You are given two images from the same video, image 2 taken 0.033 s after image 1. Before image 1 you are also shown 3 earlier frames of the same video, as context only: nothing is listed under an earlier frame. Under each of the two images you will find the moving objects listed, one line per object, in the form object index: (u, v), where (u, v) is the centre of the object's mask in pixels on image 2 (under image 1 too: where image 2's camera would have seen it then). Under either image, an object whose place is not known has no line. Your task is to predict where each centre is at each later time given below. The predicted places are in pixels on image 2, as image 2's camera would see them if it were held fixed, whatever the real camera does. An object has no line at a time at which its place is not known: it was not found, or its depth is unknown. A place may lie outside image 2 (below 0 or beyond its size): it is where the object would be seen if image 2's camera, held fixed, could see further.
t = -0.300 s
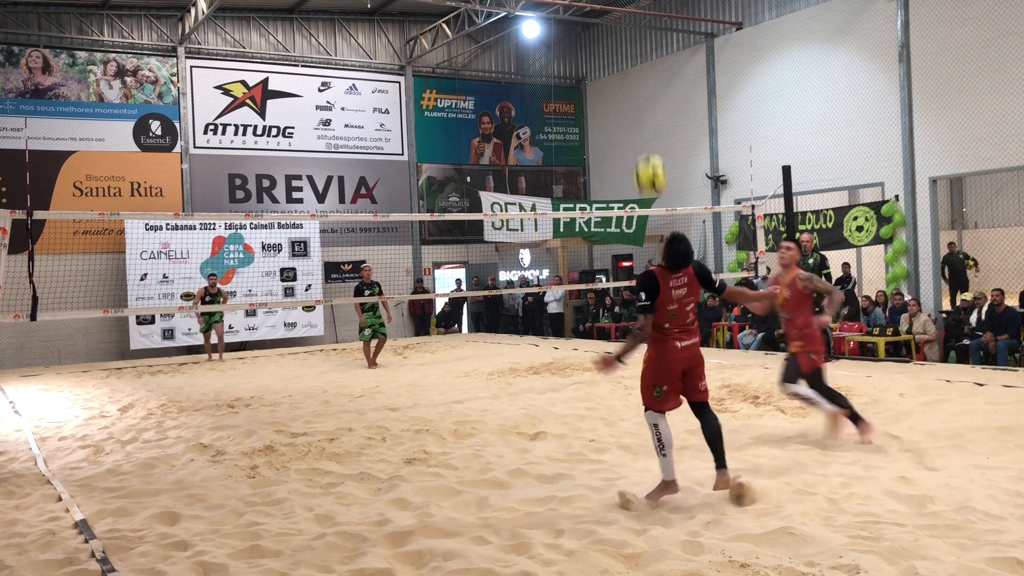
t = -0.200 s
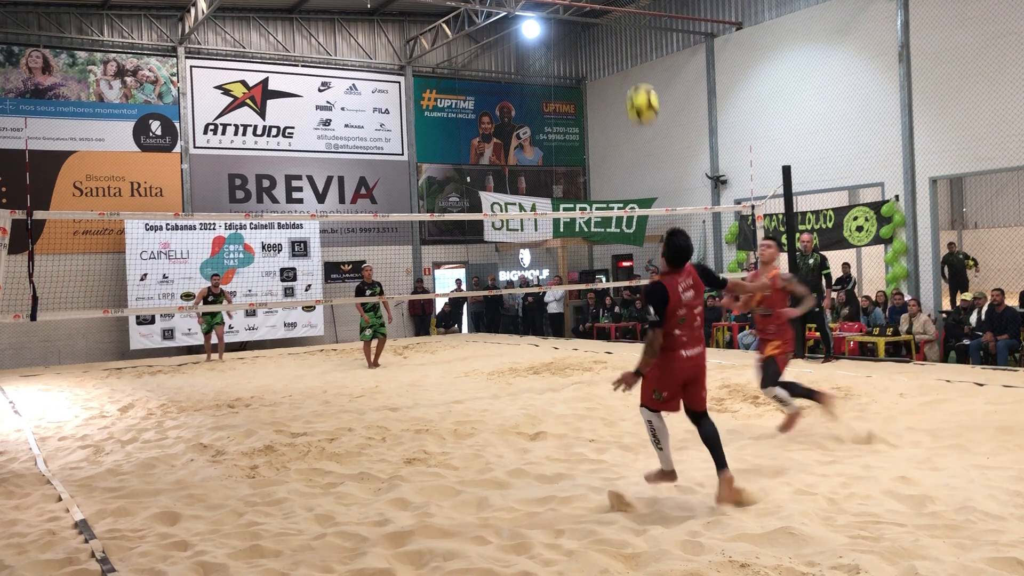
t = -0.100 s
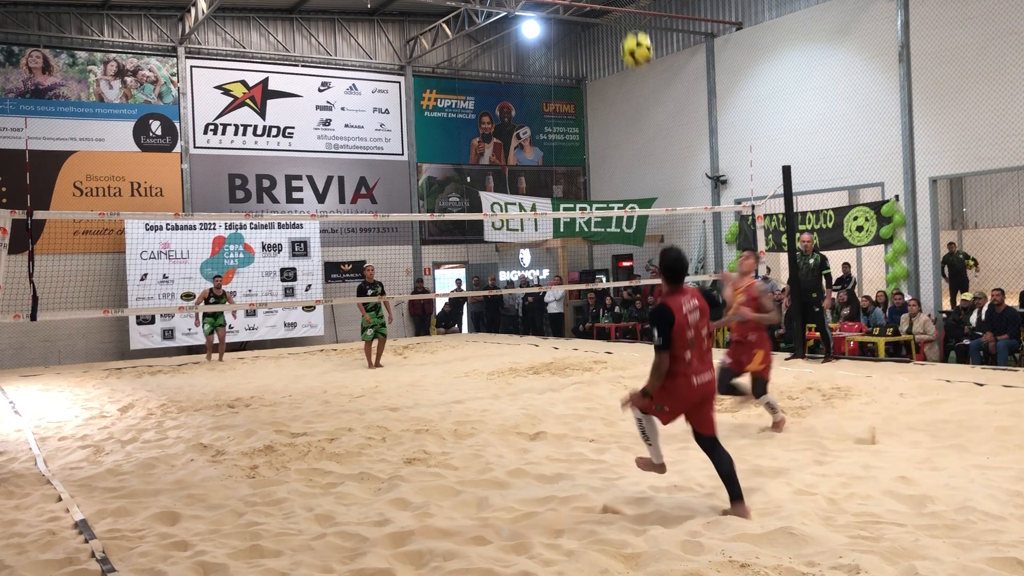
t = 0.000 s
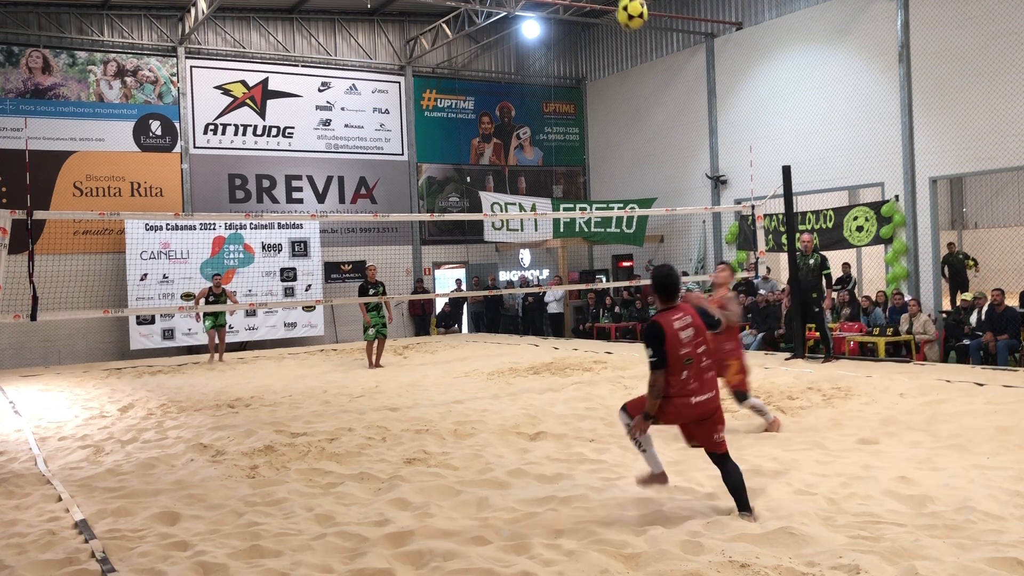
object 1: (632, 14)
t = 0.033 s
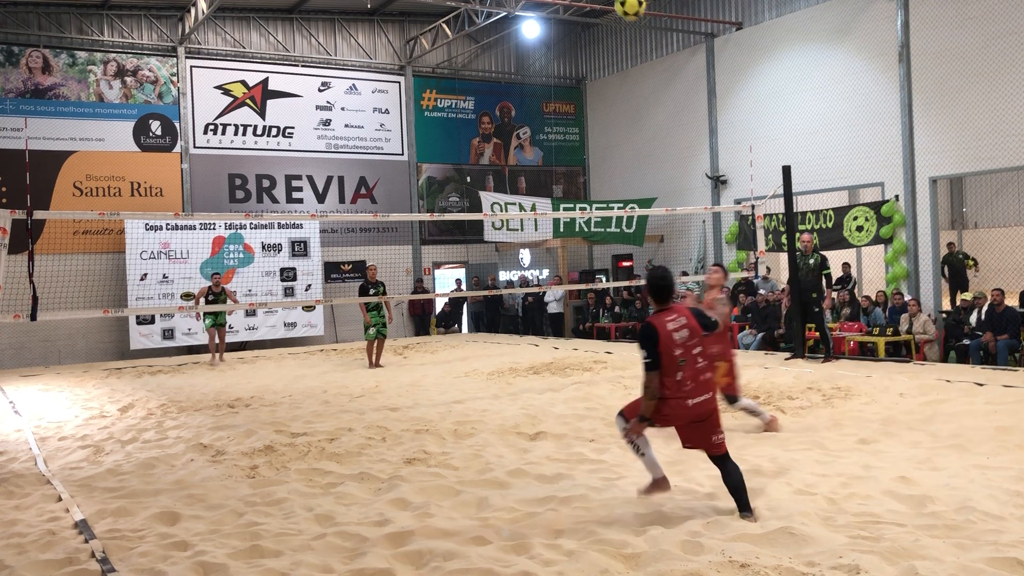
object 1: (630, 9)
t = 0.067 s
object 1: (629, 5)
